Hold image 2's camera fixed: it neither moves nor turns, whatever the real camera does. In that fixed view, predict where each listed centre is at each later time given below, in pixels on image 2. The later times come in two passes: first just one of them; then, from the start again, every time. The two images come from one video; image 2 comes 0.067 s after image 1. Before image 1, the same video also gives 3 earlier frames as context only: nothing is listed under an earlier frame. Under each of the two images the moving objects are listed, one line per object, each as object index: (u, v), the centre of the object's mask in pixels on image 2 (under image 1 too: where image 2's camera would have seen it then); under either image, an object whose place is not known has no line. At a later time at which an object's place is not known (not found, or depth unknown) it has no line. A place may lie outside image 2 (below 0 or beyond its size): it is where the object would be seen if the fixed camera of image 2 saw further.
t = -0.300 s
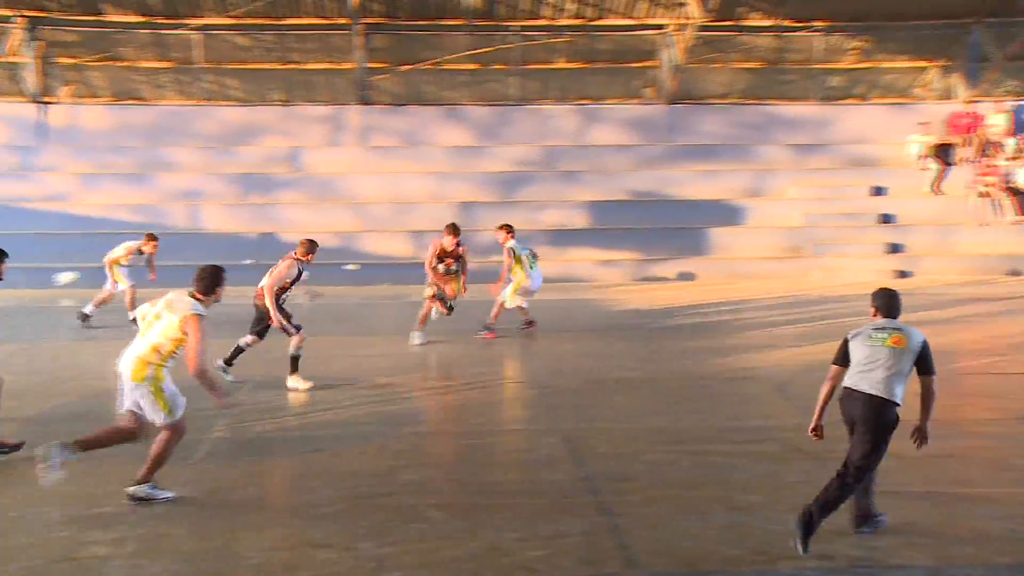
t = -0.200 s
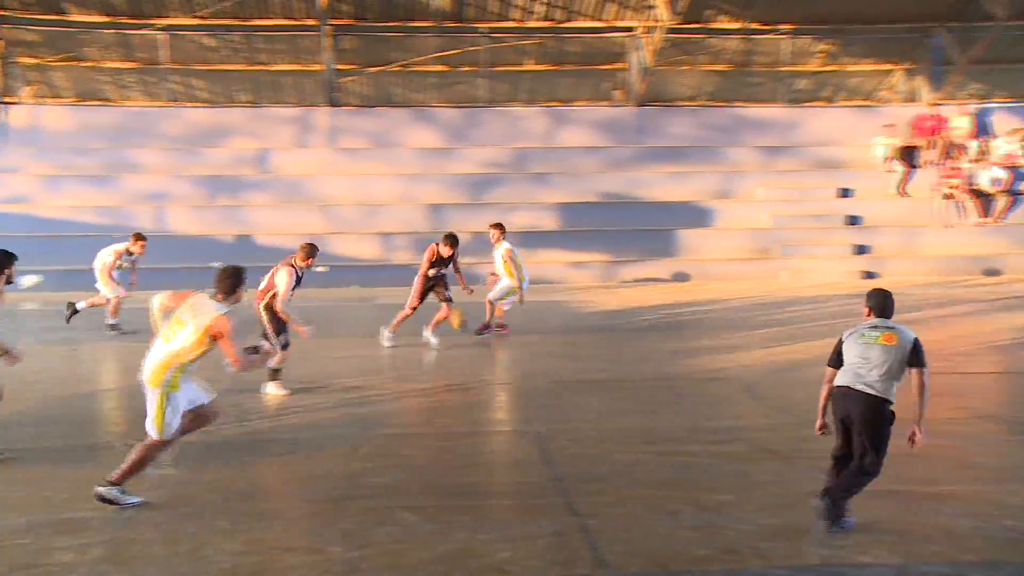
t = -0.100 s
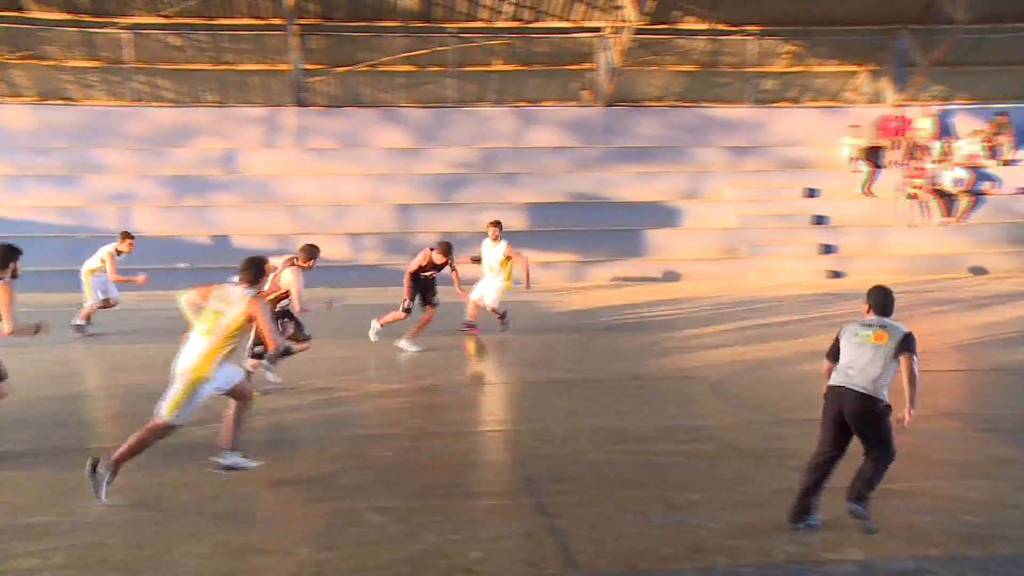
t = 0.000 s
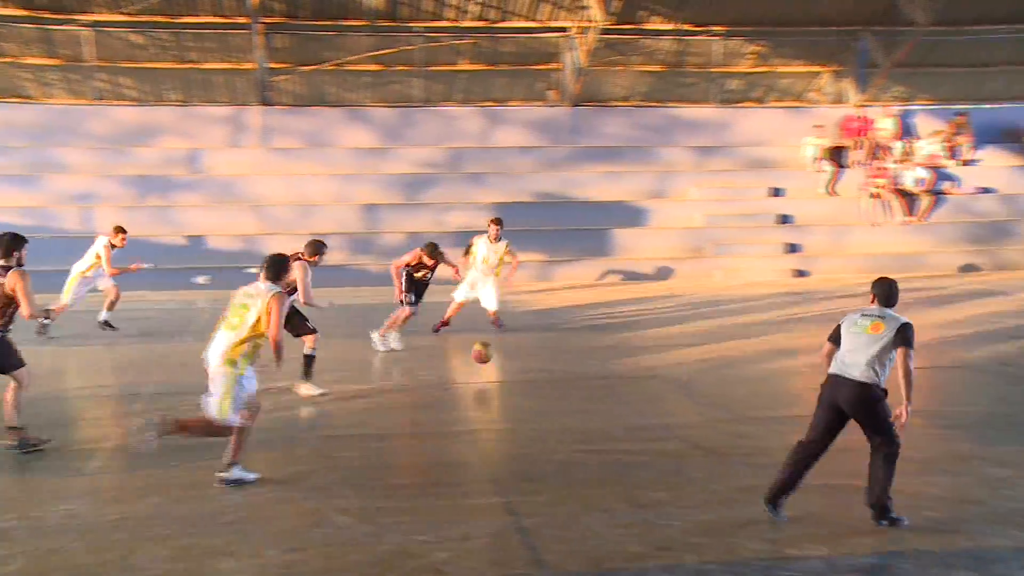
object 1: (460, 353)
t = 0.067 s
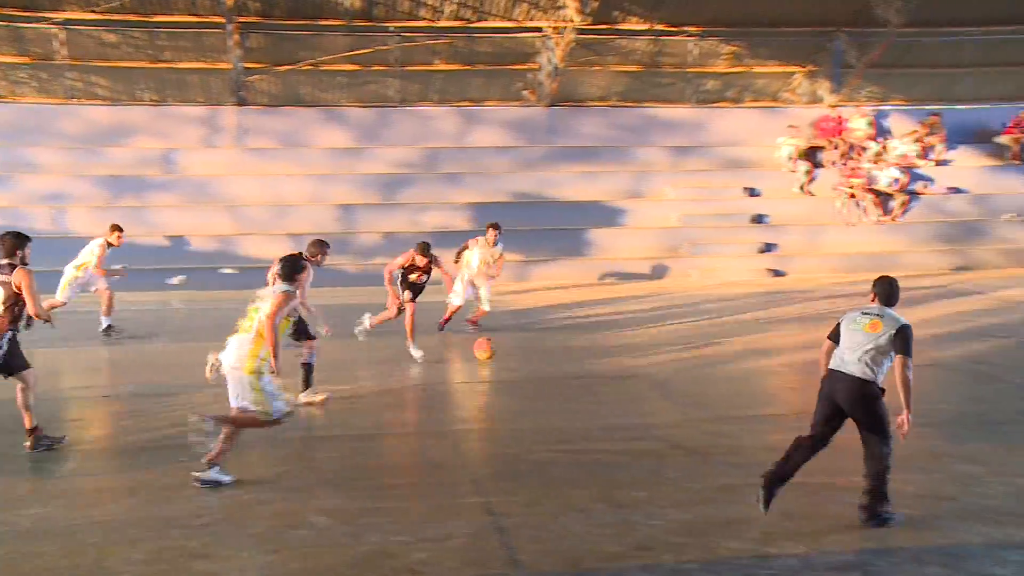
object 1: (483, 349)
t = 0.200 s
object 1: (534, 353)
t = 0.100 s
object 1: (496, 348)
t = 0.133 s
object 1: (508, 349)
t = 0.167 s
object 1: (521, 351)
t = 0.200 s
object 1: (534, 353)
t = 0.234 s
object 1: (549, 358)
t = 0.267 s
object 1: (562, 363)
